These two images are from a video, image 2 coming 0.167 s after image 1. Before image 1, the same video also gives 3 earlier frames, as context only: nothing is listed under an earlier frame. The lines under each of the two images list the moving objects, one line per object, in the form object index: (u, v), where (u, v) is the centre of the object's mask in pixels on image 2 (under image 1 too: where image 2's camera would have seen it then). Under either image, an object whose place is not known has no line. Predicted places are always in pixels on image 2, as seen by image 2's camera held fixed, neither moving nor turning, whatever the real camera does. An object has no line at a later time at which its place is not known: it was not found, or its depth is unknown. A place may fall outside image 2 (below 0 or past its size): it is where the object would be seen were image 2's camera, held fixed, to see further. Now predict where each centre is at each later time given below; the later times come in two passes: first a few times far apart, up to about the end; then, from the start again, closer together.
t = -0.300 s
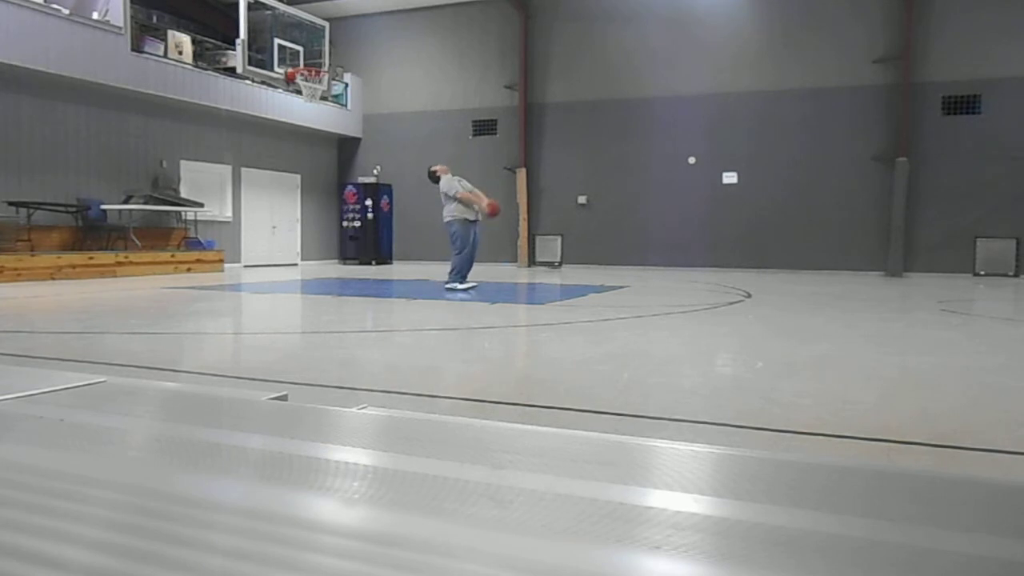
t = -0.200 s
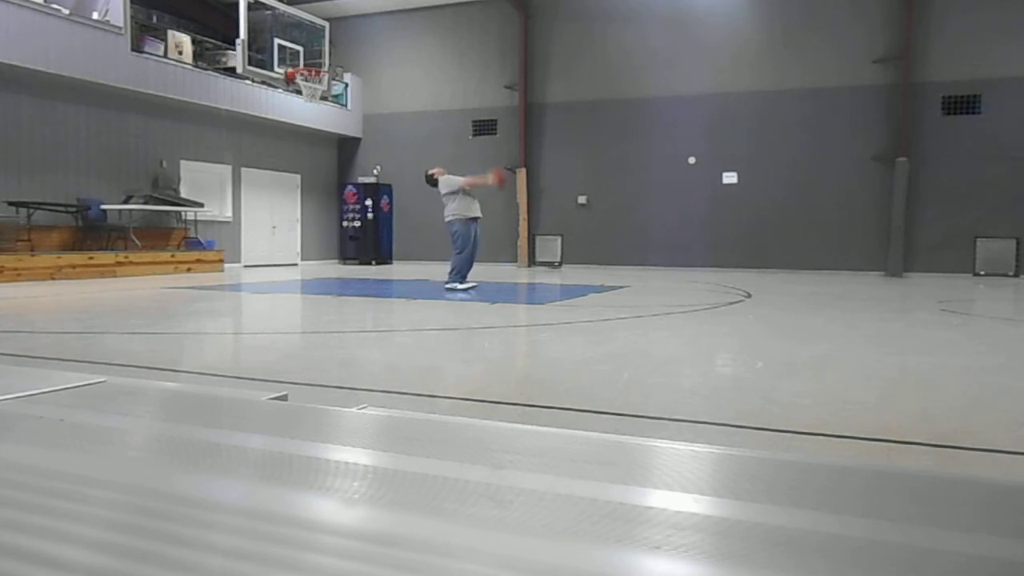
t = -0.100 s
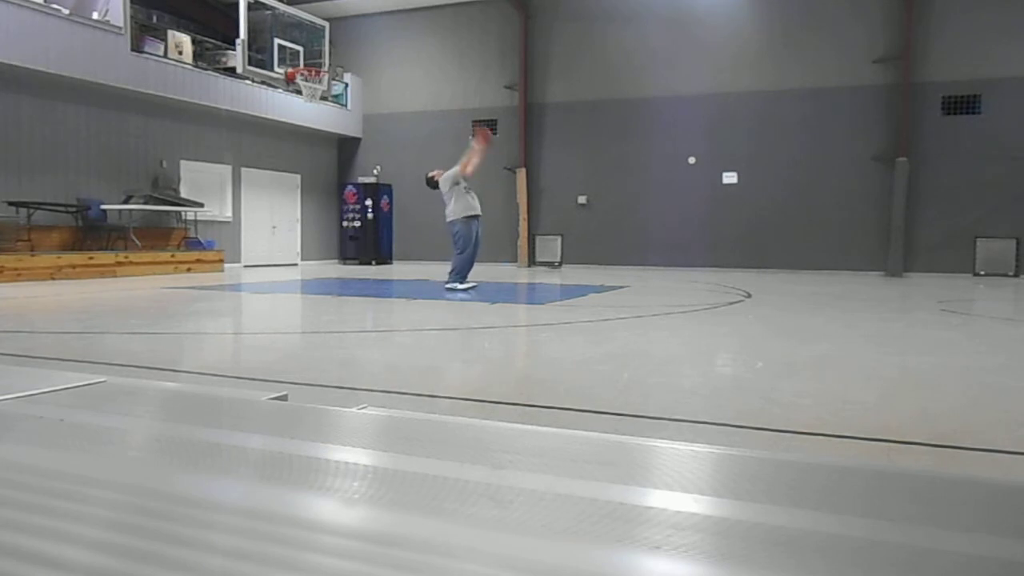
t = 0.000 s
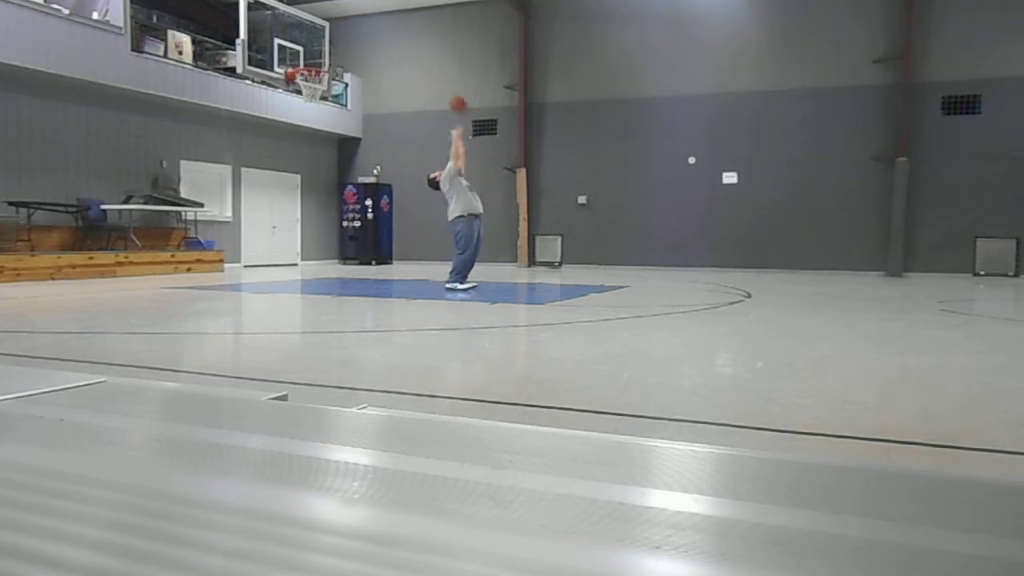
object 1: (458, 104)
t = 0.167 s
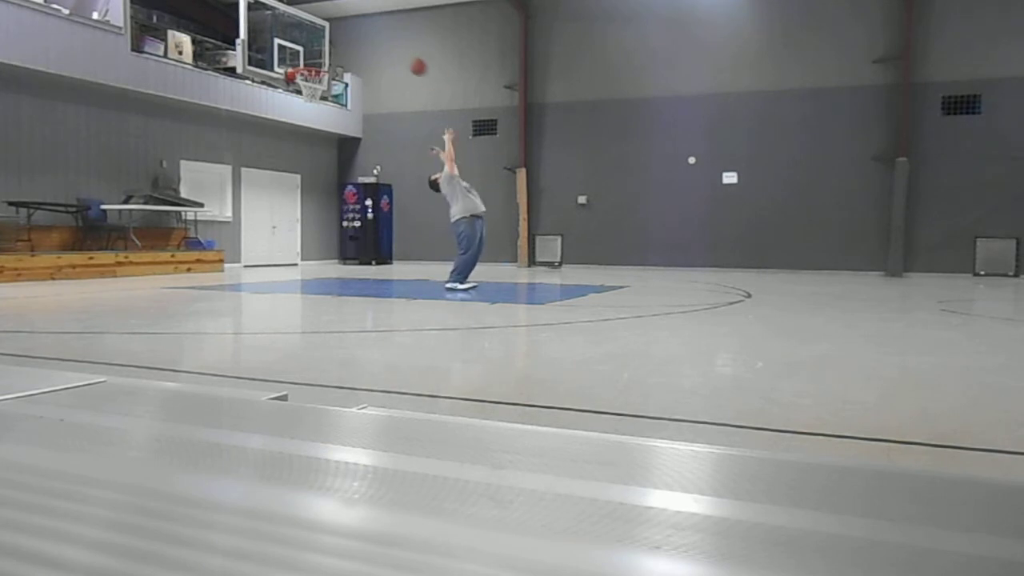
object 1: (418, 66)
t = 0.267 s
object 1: (395, 55)
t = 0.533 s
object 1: (337, 60)
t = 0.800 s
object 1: (325, 49)
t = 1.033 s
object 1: (320, 66)
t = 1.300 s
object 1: (298, 83)
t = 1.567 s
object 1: (311, 96)
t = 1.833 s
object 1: (328, 140)
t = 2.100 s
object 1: (341, 224)
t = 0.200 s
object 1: (410, 61)
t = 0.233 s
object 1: (403, 58)
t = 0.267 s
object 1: (395, 55)
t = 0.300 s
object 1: (388, 53)
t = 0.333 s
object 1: (380, 52)
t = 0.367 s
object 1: (373, 52)
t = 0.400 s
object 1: (365, 52)
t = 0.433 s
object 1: (358, 53)
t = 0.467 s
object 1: (350, 55)
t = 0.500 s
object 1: (343, 57)
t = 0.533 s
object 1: (337, 60)
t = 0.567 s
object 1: (331, 64)
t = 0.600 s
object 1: (329, 60)
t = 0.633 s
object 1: (329, 57)
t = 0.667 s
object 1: (327, 54)
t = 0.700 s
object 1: (327, 52)
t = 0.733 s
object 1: (326, 50)
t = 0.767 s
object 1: (325, 49)
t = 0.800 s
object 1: (325, 49)
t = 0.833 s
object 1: (324, 50)
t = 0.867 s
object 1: (323, 52)
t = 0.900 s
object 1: (323, 54)
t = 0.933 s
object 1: (321, 56)
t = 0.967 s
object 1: (321, 60)
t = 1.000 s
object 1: (321, 64)
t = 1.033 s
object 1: (320, 66)
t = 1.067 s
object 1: (316, 65)
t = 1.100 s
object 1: (313, 66)
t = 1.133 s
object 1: (308, 70)
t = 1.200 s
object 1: (298, 81)
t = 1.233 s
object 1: (298, 83)
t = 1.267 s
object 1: (298, 83)
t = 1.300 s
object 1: (298, 83)
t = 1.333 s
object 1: (298, 83)
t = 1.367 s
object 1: (299, 84)
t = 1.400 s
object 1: (300, 84)
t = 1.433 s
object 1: (300, 85)
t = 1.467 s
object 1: (302, 86)
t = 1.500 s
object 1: (306, 93)
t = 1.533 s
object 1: (309, 94)
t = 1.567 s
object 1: (311, 96)
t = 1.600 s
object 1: (314, 104)
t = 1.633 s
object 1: (316, 105)
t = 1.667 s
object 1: (318, 109)
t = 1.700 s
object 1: (320, 113)
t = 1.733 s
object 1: (321, 119)
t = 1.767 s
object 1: (323, 125)
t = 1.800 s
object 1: (326, 133)
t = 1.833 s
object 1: (328, 140)
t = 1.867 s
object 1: (329, 147)
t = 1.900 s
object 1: (331, 157)
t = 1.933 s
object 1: (333, 167)
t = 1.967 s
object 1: (334, 177)
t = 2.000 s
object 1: (336, 188)
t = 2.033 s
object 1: (338, 200)
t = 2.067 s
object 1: (339, 212)
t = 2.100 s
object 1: (341, 224)
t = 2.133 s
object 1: (343, 238)
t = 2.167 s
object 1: (345, 252)
